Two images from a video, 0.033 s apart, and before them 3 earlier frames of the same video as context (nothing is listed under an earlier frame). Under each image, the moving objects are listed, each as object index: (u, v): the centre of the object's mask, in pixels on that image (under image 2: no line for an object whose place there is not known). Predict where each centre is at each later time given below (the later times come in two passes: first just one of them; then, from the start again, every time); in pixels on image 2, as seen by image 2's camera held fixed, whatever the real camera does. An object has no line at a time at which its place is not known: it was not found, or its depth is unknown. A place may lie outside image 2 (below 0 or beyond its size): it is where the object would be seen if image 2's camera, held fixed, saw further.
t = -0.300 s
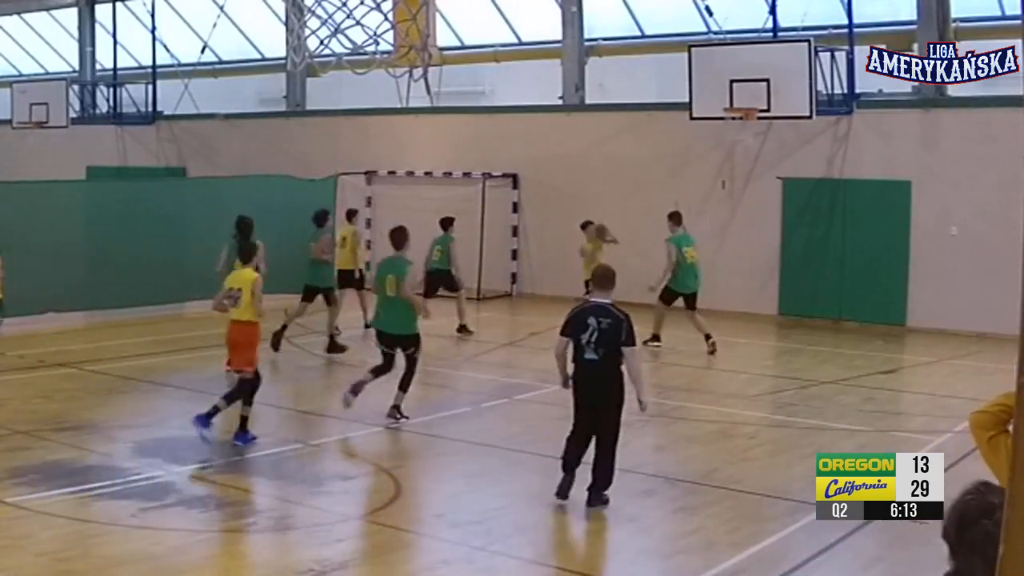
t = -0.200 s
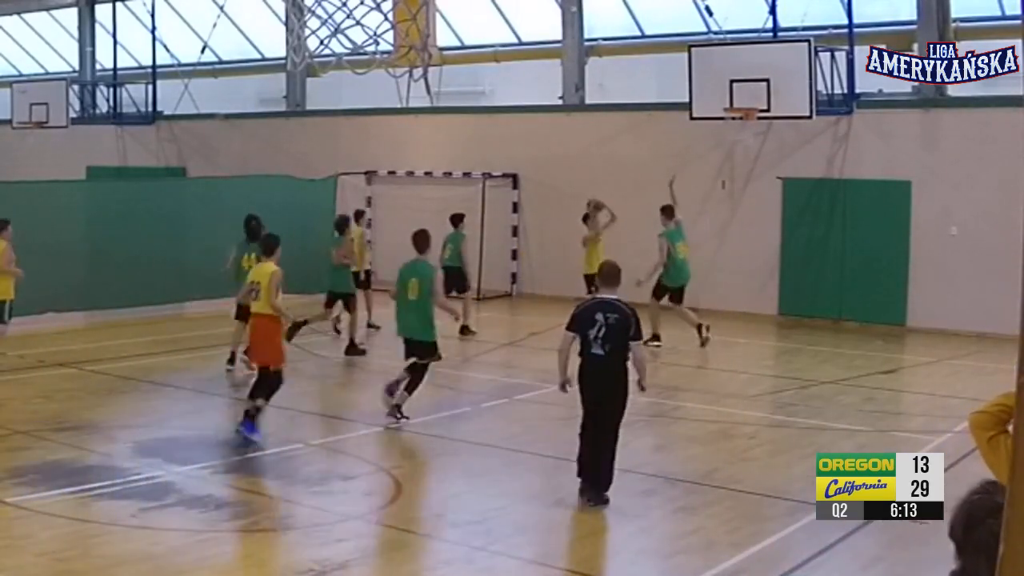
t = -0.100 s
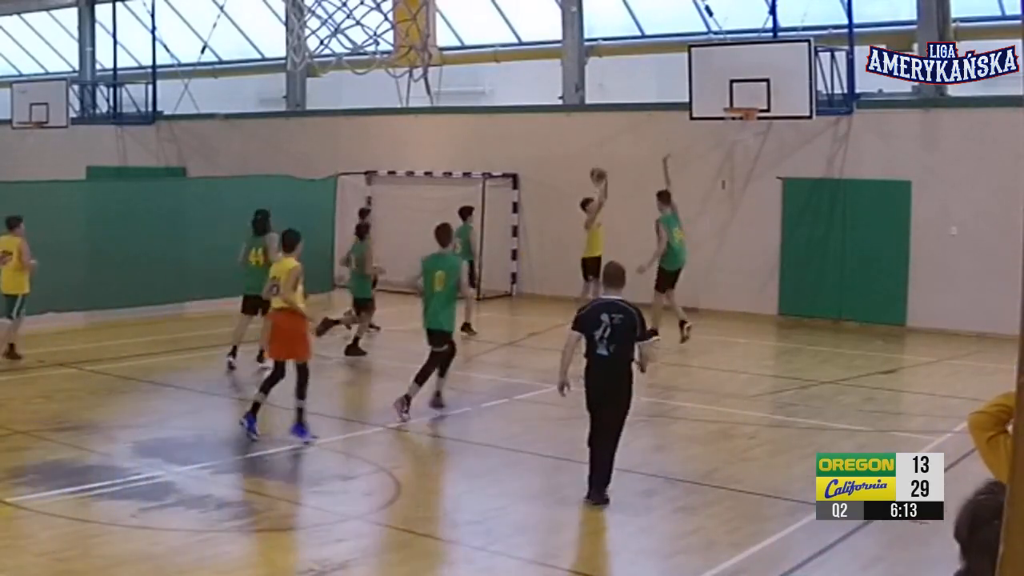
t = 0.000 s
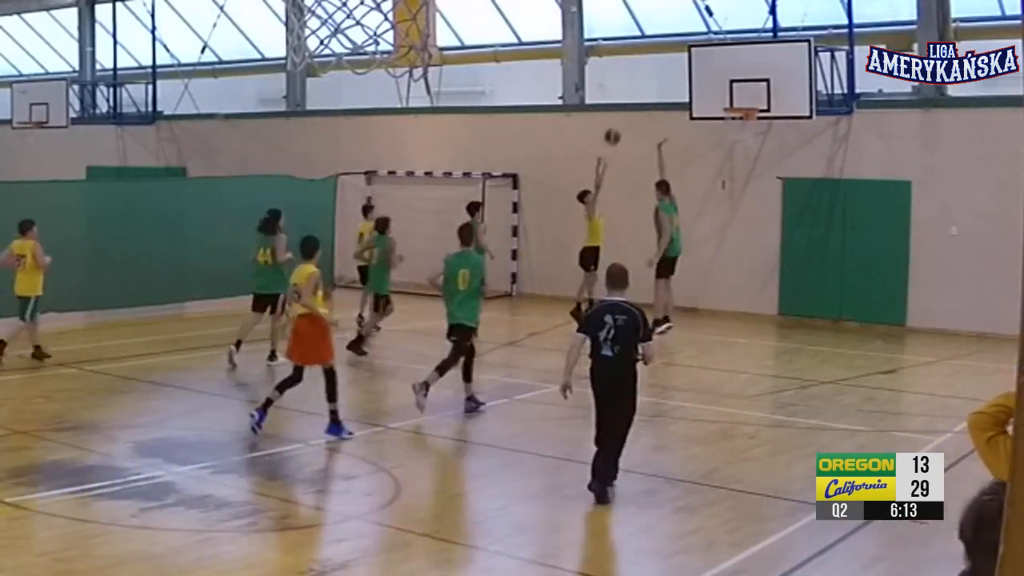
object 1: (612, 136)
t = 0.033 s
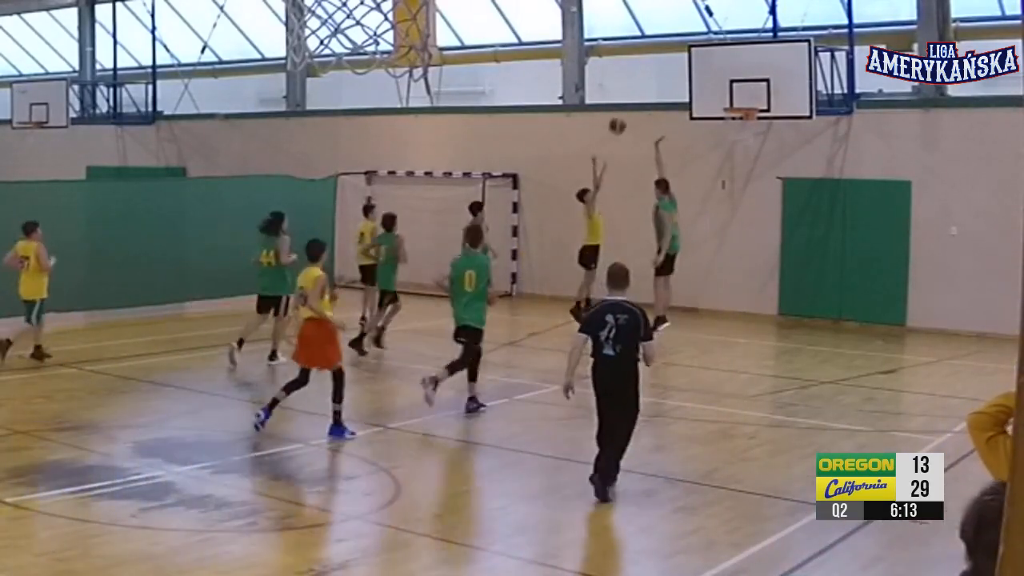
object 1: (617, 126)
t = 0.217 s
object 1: (645, 78)
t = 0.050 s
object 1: (620, 120)
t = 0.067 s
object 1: (622, 115)
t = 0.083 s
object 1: (623, 110)
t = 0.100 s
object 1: (627, 104)
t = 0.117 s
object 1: (630, 100)
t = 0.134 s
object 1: (632, 96)
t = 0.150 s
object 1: (634, 92)
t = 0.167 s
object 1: (637, 88)
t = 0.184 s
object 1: (639, 85)
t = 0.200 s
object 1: (642, 81)
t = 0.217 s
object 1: (645, 78)
